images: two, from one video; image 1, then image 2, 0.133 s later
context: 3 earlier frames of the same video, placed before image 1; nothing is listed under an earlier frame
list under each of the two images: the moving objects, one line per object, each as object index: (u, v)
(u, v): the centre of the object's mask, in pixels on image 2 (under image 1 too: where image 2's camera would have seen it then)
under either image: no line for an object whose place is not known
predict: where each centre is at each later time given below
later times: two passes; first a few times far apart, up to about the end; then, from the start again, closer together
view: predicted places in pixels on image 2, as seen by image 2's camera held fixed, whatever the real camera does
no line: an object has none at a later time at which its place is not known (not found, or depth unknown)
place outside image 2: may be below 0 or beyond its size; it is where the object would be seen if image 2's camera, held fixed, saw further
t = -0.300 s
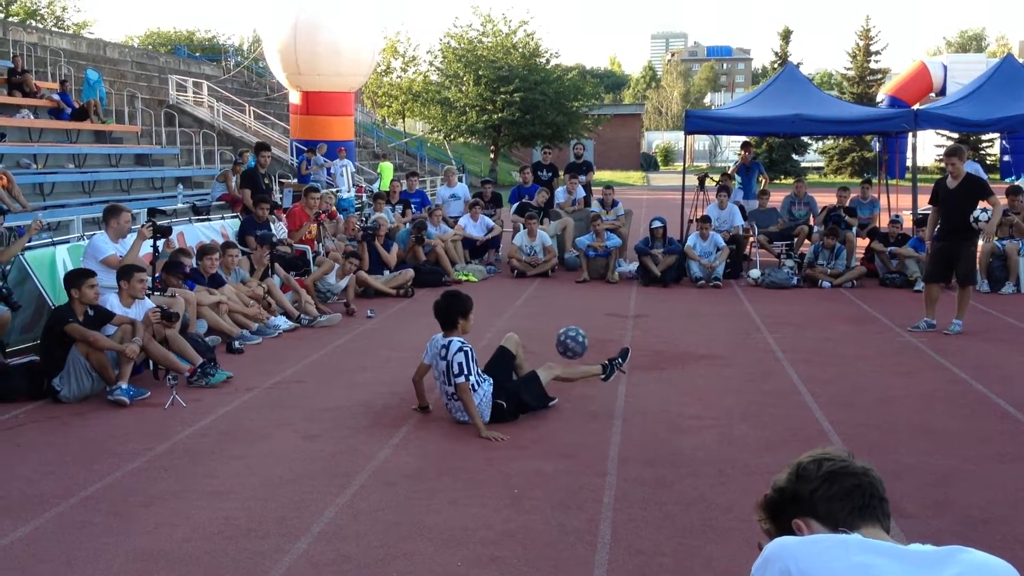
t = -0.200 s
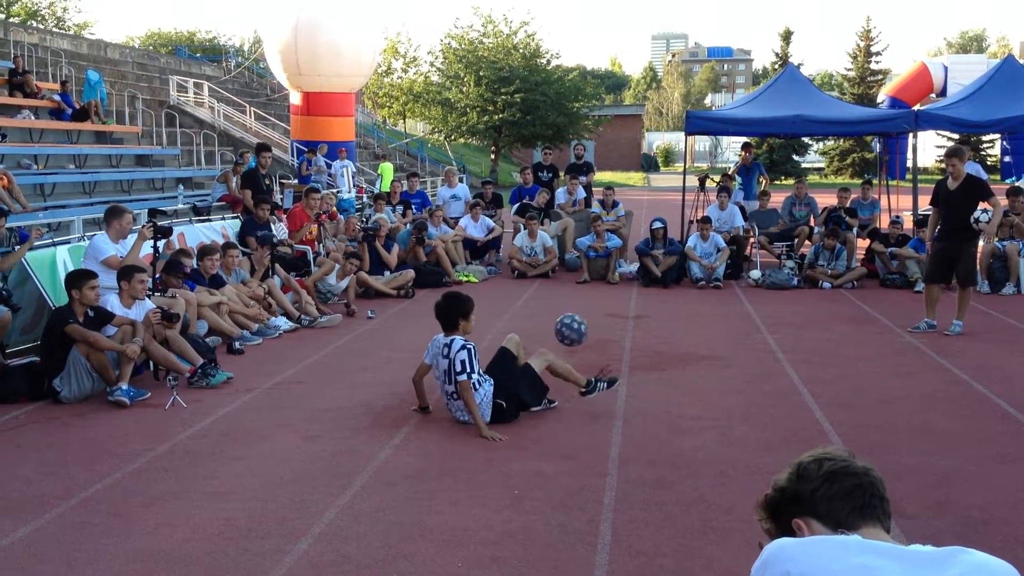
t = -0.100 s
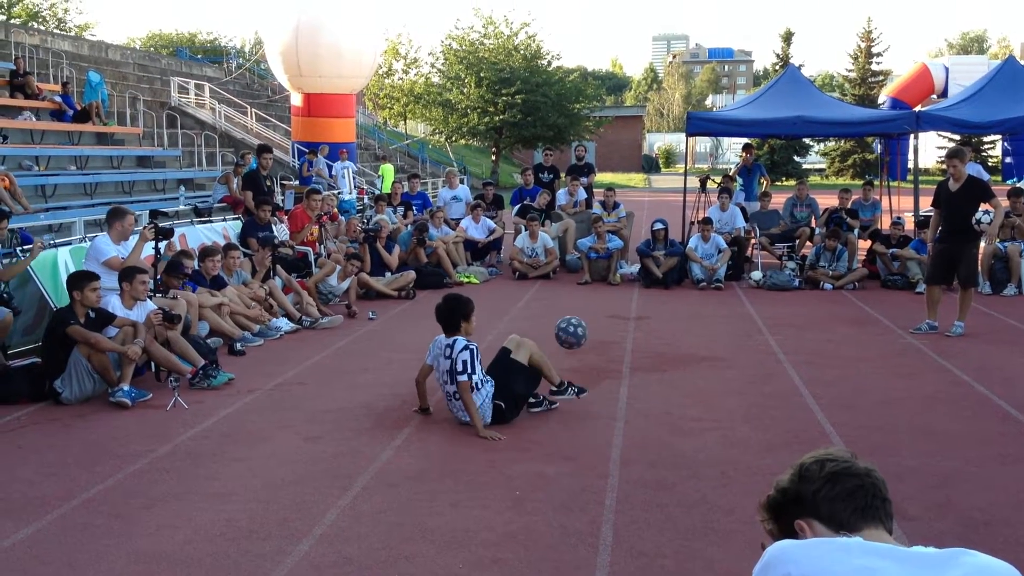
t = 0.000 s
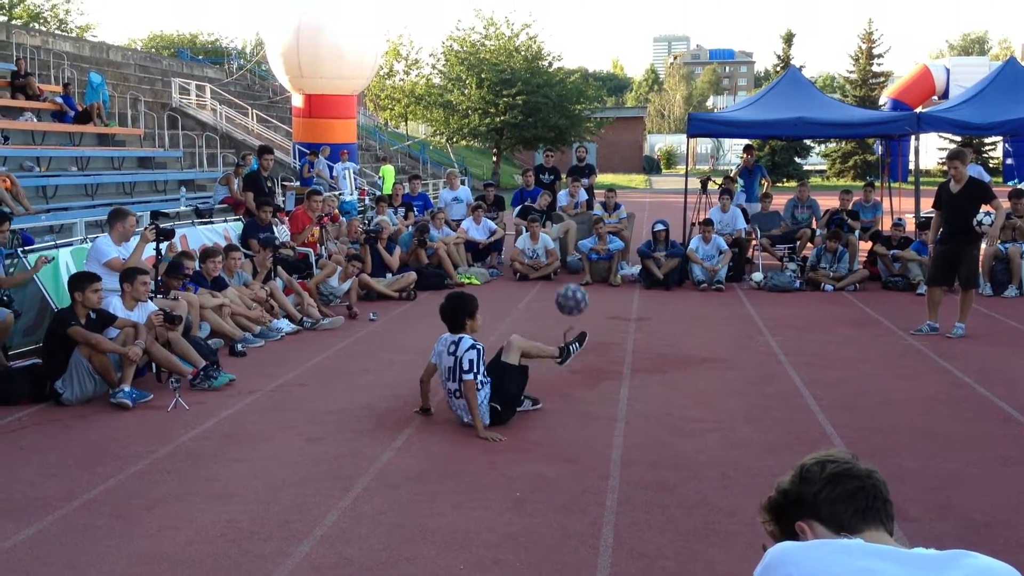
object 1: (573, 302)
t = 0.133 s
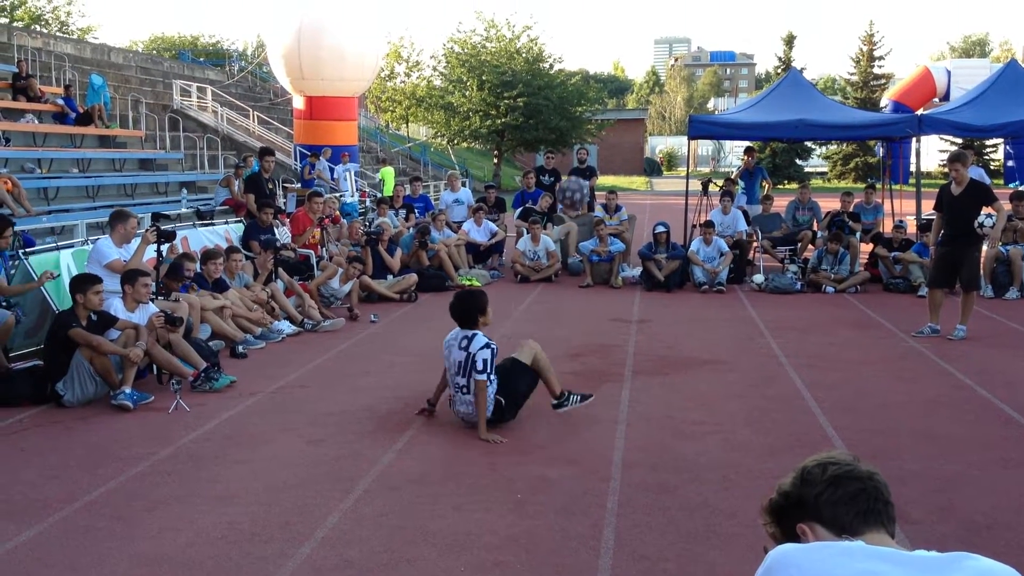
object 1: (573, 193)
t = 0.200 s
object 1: (572, 148)
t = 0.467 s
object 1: (572, 37)
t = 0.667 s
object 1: (570, 28)
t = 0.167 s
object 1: (572, 170)
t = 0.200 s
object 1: (572, 148)
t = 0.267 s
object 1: (573, 110)
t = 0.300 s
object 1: (572, 93)
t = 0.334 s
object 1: (572, 79)
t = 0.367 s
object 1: (572, 67)
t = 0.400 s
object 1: (572, 55)
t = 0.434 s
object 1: (572, 46)
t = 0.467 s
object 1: (572, 37)
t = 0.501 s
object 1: (571, 31)
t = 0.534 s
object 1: (571, 27)
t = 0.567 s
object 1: (571, 25)
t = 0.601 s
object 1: (571, 24)
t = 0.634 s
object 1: (570, 25)
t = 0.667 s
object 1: (570, 28)
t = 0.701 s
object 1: (570, 32)
